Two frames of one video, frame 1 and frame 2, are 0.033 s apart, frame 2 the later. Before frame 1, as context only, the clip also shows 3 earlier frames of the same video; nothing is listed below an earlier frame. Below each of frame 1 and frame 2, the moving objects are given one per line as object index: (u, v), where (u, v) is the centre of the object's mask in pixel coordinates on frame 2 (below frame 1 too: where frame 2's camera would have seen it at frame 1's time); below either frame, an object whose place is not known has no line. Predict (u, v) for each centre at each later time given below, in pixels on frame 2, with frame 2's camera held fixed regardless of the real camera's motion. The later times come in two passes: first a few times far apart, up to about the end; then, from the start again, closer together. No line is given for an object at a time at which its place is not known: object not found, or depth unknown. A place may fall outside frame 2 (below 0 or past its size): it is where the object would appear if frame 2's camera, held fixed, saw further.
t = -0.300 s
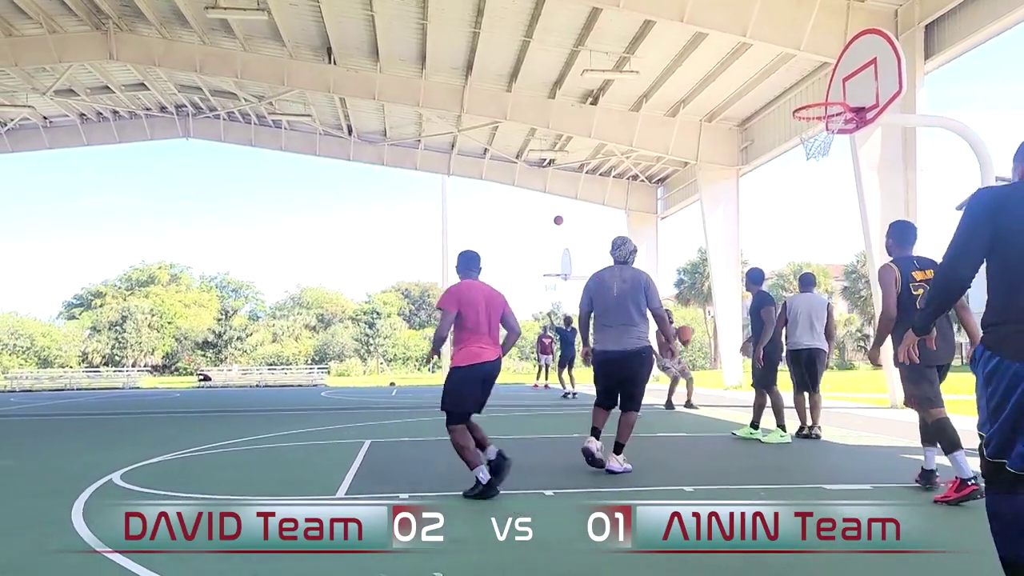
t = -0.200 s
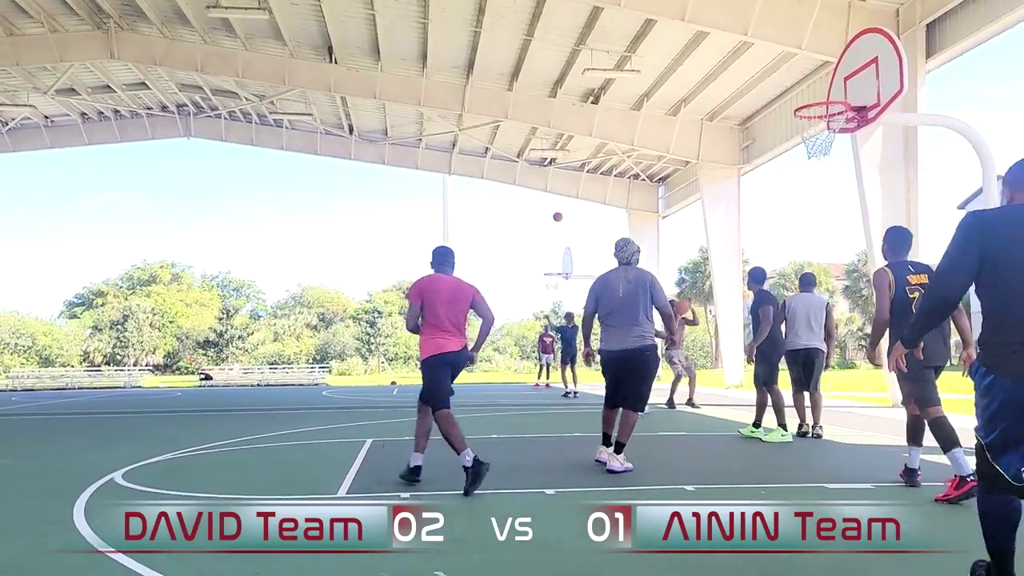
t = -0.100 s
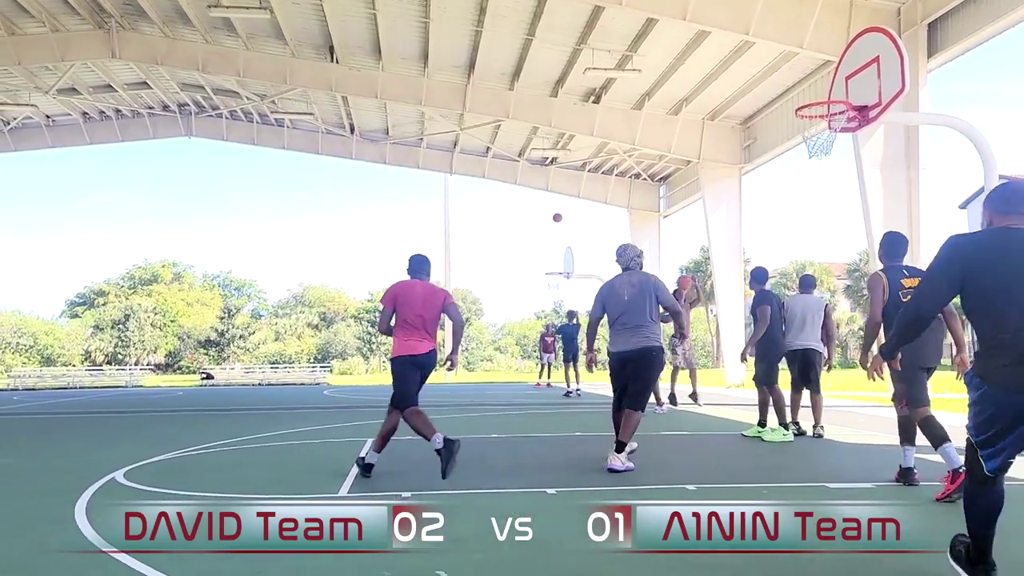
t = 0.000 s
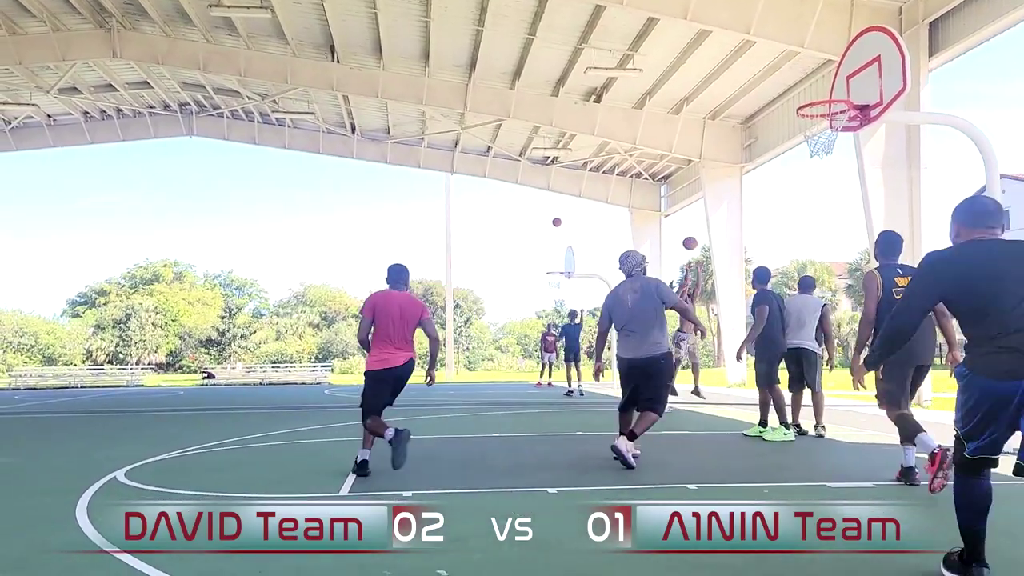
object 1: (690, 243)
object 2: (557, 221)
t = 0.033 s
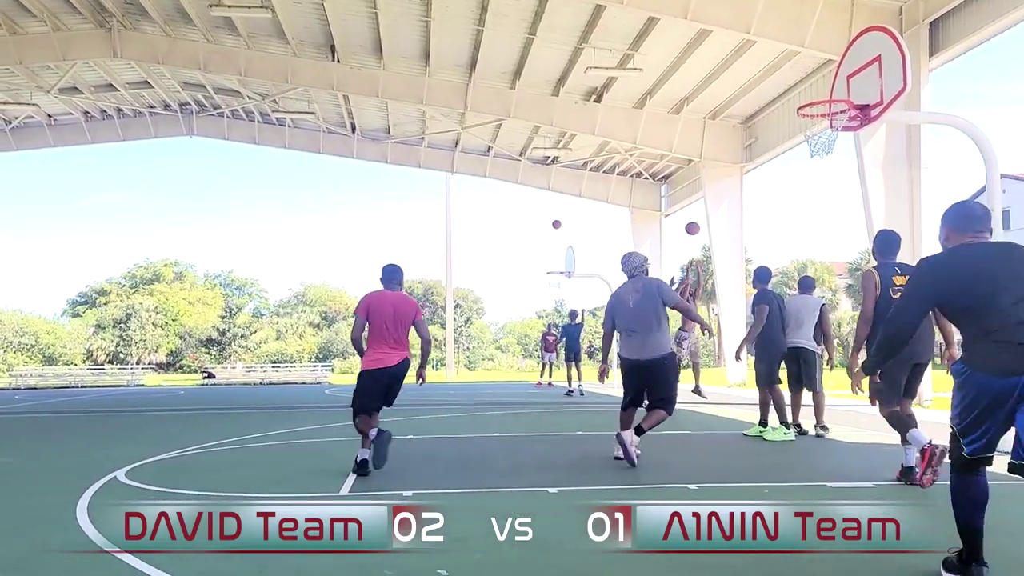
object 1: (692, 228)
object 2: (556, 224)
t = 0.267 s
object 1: (709, 138)
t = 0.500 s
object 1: (729, 68)
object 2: (543, 261)
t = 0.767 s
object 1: (754, 24)
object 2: (522, 262)
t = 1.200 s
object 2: (482, 330)
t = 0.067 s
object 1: (694, 214)
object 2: (556, 227)
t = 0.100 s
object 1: (697, 200)
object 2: (555, 230)
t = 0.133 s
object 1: (699, 187)
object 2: (555, 234)
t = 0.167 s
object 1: (701, 174)
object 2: (554, 238)
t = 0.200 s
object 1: (704, 162)
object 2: (554, 242)
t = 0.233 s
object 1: (706, 149)
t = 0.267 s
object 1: (709, 138)
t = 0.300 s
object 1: (711, 127)
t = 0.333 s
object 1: (714, 116)
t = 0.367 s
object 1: (717, 105)
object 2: (551, 269)
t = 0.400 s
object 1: (720, 95)
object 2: (550, 266)
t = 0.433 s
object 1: (723, 86)
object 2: (548, 264)
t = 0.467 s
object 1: (725, 77)
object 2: (545, 262)
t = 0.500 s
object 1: (729, 68)
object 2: (543, 261)
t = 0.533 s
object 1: (732, 61)
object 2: (541, 259)
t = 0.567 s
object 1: (735, 53)
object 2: (539, 259)
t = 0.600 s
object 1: (738, 47)
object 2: (536, 258)
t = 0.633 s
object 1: (742, 41)
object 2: (533, 258)
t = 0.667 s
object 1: (745, 36)
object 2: (531, 258)
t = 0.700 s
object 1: (748, 31)
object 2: (528, 260)
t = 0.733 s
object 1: (752, 27)
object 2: (525, 261)
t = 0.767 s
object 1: (754, 24)
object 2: (522, 262)
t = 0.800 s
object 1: (757, 22)
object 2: (519, 264)
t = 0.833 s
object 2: (516, 266)
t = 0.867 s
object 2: (514, 269)
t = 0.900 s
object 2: (511, 274)
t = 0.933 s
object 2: (508, 278)
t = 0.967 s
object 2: (504, 282)
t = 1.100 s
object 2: (492, 306)
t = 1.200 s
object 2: (482, 330)
